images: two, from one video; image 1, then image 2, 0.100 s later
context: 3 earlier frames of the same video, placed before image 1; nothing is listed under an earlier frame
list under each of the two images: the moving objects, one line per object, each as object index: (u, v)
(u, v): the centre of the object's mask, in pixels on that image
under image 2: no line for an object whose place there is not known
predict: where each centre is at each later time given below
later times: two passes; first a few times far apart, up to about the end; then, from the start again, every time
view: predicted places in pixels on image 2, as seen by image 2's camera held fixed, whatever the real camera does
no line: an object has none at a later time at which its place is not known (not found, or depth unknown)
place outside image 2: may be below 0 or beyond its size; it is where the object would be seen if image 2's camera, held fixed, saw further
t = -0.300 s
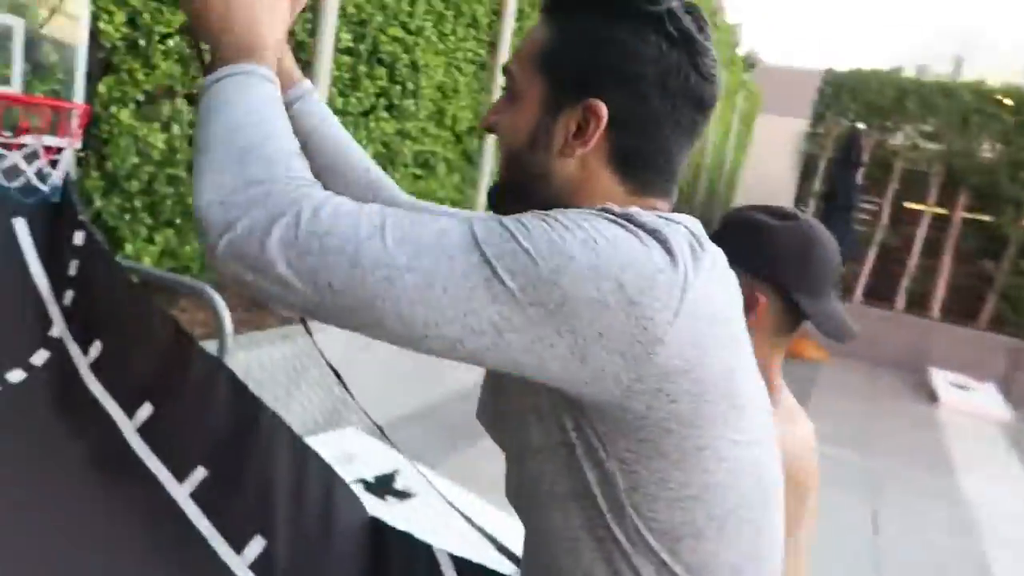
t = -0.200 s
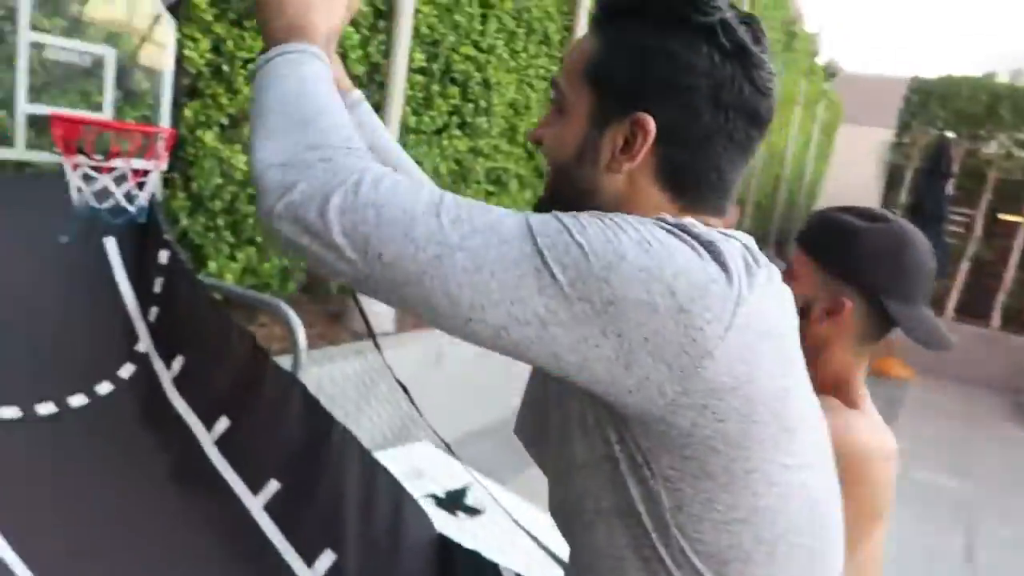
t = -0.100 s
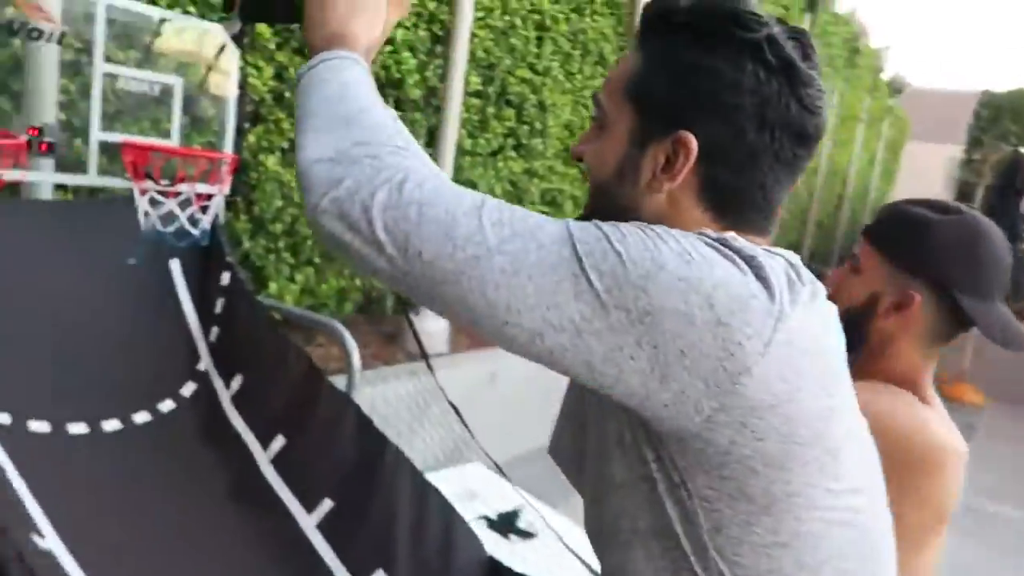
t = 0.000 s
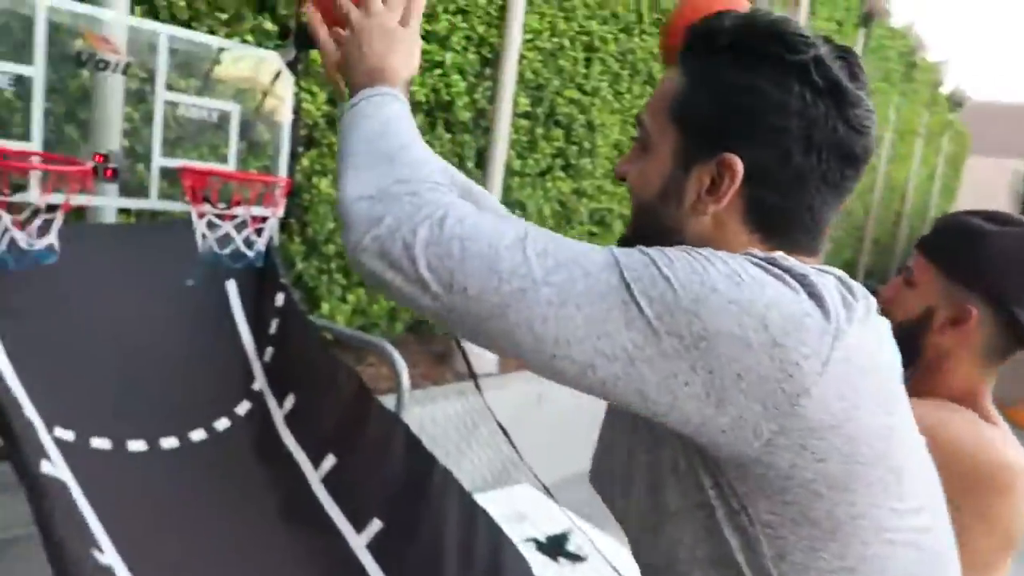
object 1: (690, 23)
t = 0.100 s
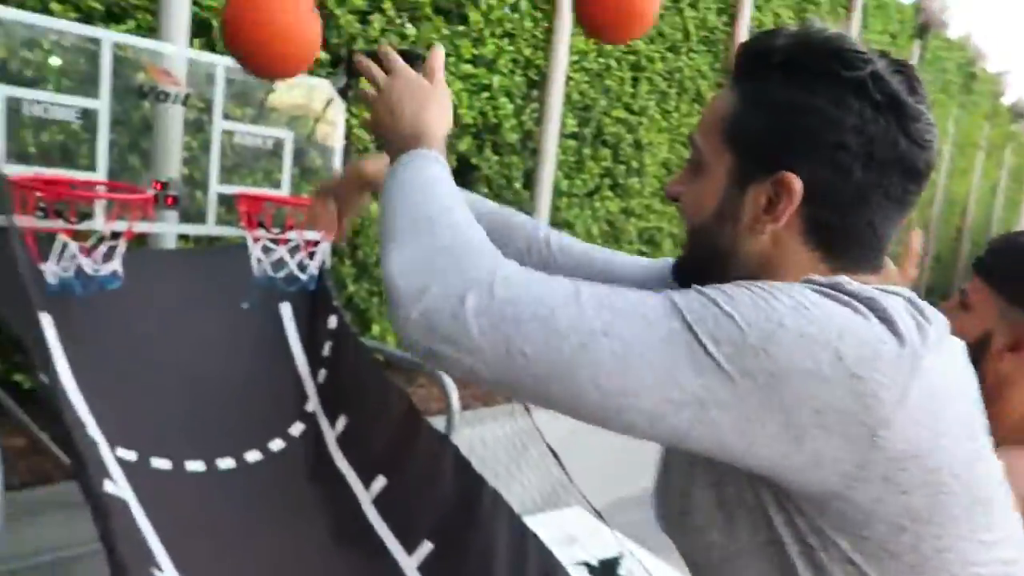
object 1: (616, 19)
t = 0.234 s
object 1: (463, 1)
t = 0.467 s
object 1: (265, 149)
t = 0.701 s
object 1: (301, 209)
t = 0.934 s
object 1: (291, 306)
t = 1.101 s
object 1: (289, 402)
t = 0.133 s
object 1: (573, 11)
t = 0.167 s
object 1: (532, 4)
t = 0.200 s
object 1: (496, 1)
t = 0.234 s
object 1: (463, 1)
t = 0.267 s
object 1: (430, 12)
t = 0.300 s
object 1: (398, 28)
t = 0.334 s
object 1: (368, 47)
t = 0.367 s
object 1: (340, 68)
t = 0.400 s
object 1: (314, 93)
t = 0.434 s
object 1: (288, 122)
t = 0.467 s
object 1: (265, 149)
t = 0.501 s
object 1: (273, 170)
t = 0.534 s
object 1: (290, 179)
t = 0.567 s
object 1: (304, 198)
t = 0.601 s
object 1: (303, 199)
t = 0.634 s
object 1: (302, 200)
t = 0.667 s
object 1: (302, 204)
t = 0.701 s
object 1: (301, 209)
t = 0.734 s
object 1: (300, 216)
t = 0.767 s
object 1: (297, 225)
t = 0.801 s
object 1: (298, 236)
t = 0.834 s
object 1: (300, 252)
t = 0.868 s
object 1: (299, 268)
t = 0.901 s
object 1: (294, 283)
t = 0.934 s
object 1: (291, 306)
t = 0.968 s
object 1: (289, 327)
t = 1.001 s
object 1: (288, 352)
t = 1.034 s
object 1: (288, 370)
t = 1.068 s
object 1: (288, 386)
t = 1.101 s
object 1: (289, 402)
